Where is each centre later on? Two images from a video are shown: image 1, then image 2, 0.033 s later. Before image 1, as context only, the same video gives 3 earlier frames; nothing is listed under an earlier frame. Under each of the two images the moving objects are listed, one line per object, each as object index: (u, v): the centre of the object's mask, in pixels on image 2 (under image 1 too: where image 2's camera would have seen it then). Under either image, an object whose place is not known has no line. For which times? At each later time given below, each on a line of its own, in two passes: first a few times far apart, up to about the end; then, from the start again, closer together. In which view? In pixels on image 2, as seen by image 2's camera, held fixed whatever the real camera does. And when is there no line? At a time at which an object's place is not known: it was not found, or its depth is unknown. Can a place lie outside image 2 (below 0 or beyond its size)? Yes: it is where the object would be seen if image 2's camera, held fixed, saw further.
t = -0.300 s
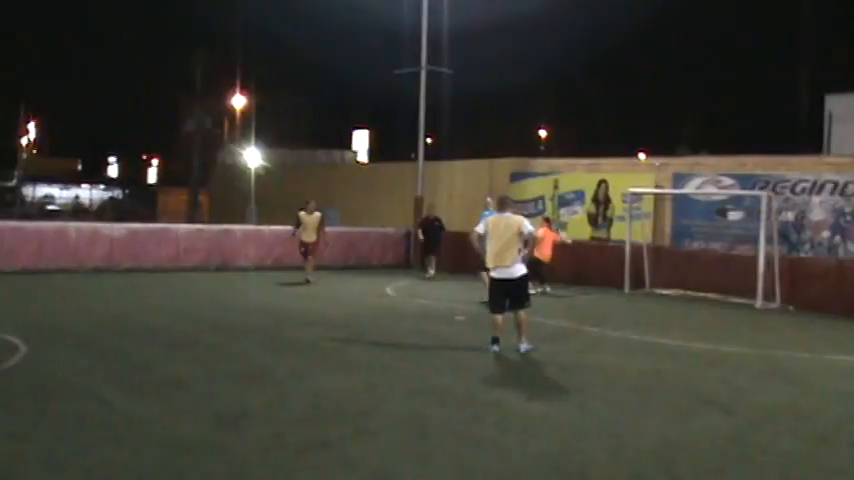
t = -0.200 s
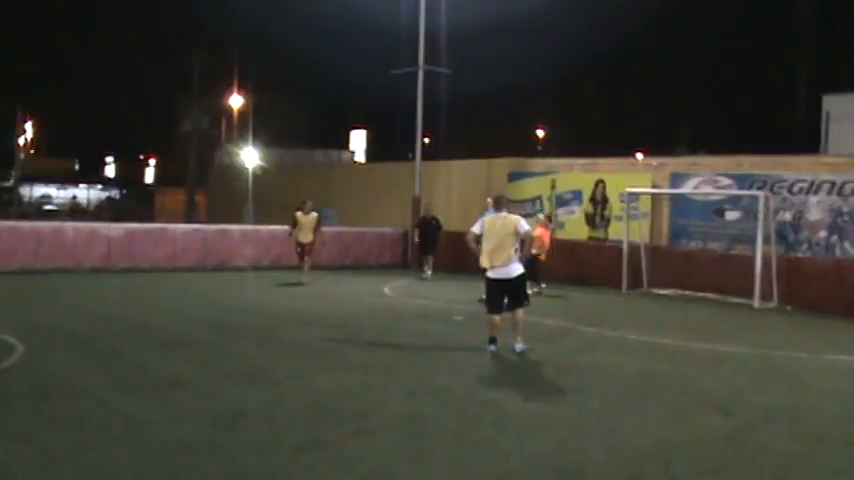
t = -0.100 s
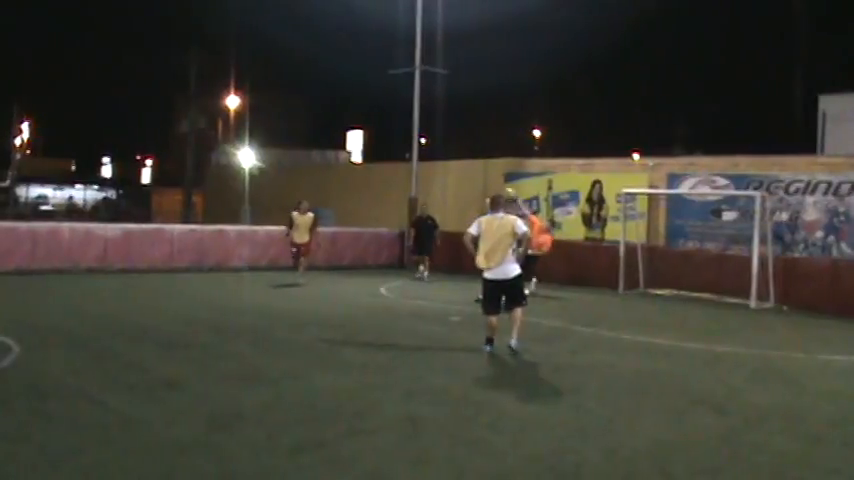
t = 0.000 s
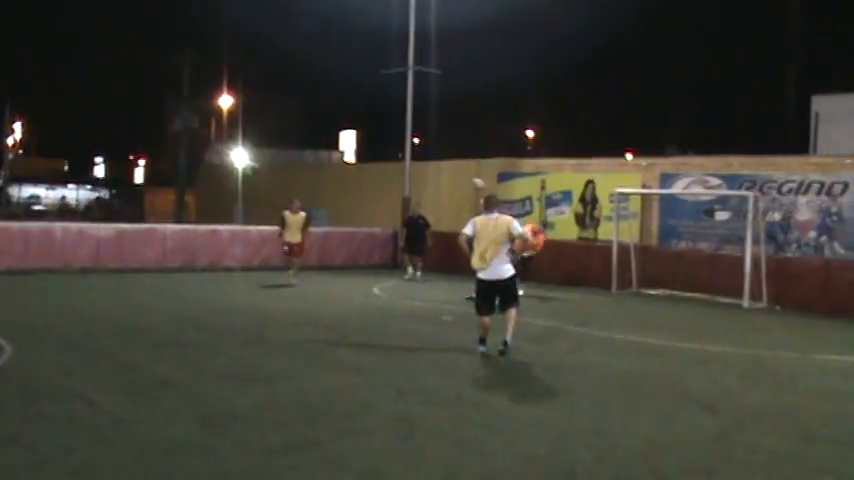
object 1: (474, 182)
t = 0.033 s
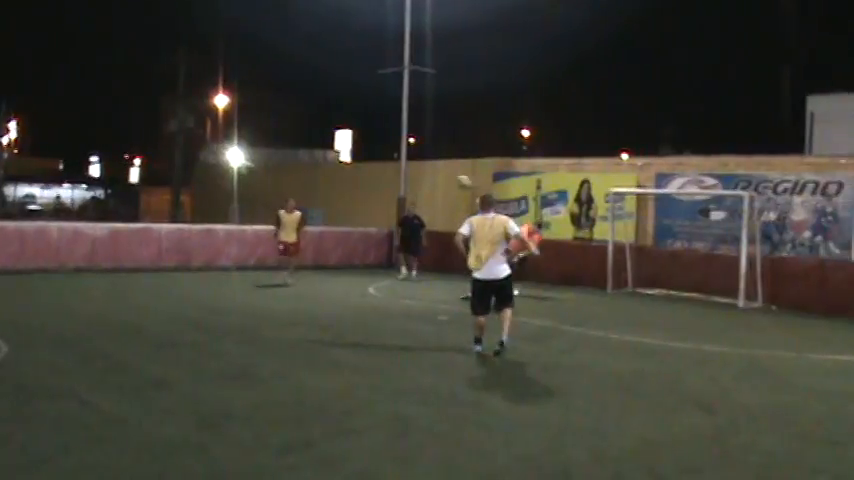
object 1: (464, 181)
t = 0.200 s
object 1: (401, 176)
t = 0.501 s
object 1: (188, 220)
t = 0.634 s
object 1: (9, 287)
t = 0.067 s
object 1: (453, 179)
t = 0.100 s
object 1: (442, 177)
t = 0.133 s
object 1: (429, 177)
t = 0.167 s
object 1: (415, 176)
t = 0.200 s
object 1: (401, 176)
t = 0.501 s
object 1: (188, 220)
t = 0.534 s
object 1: (150, 233)
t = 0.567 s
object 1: (108, 248)
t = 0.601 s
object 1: (61, 267)
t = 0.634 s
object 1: (9, 287)
